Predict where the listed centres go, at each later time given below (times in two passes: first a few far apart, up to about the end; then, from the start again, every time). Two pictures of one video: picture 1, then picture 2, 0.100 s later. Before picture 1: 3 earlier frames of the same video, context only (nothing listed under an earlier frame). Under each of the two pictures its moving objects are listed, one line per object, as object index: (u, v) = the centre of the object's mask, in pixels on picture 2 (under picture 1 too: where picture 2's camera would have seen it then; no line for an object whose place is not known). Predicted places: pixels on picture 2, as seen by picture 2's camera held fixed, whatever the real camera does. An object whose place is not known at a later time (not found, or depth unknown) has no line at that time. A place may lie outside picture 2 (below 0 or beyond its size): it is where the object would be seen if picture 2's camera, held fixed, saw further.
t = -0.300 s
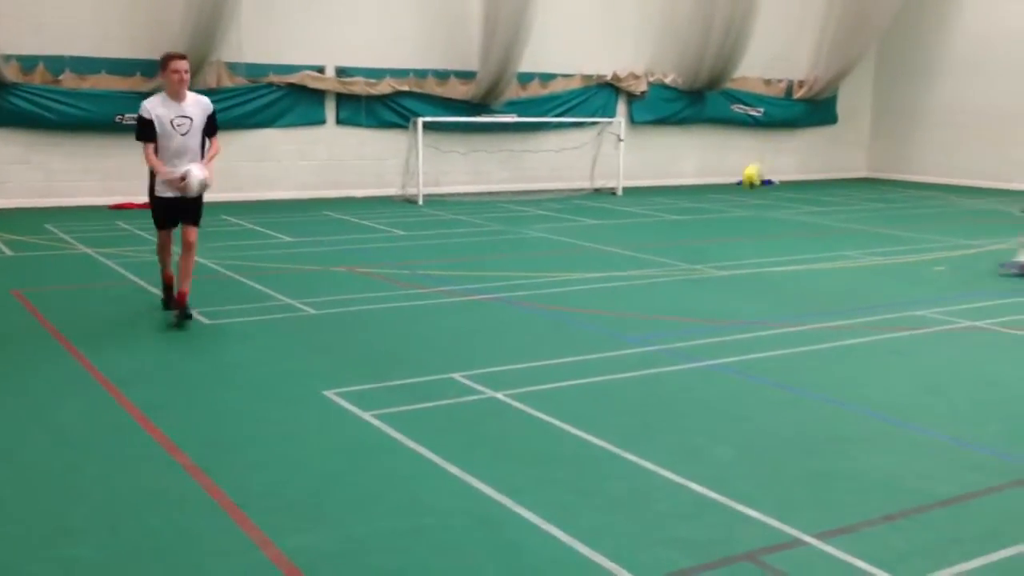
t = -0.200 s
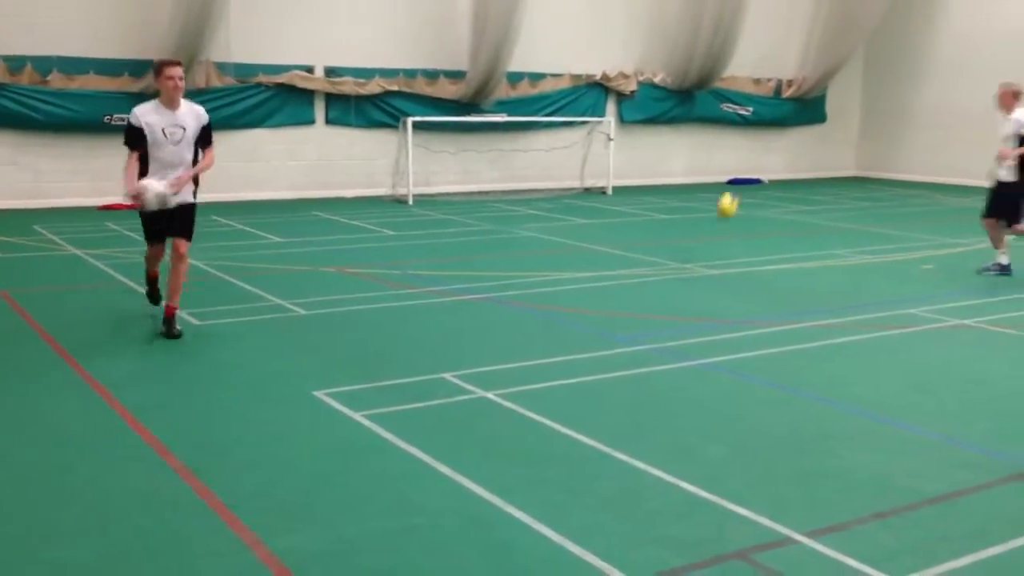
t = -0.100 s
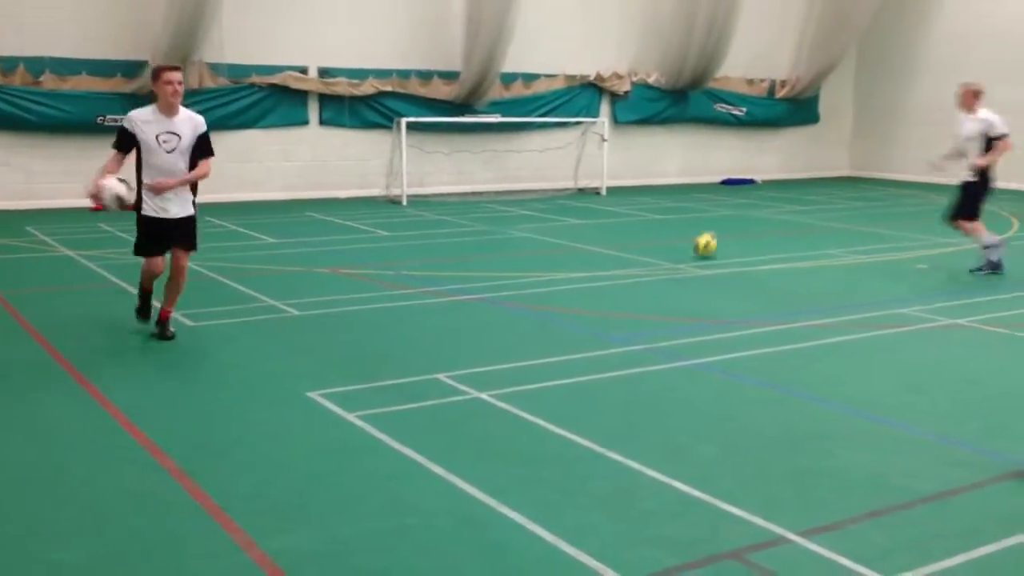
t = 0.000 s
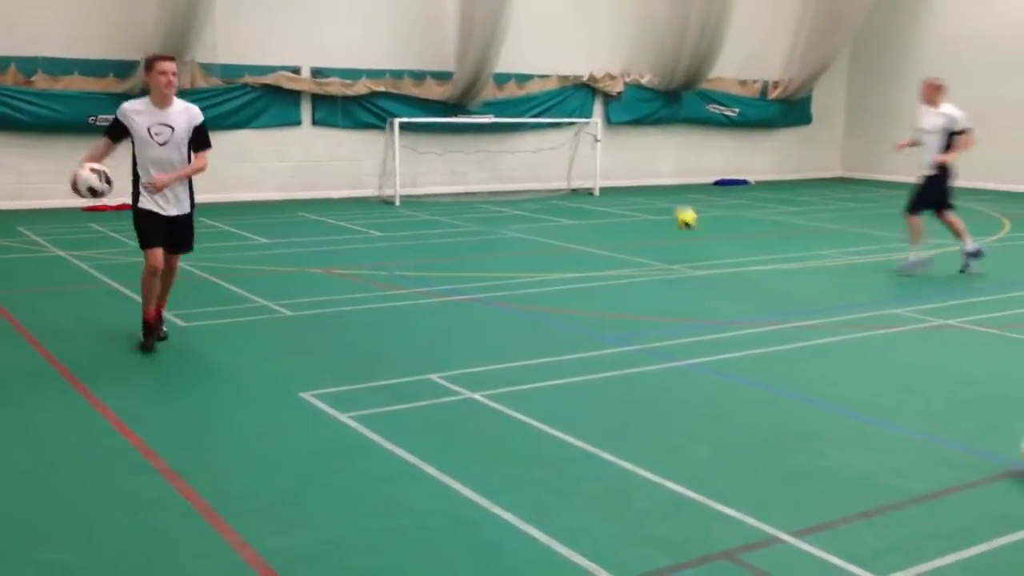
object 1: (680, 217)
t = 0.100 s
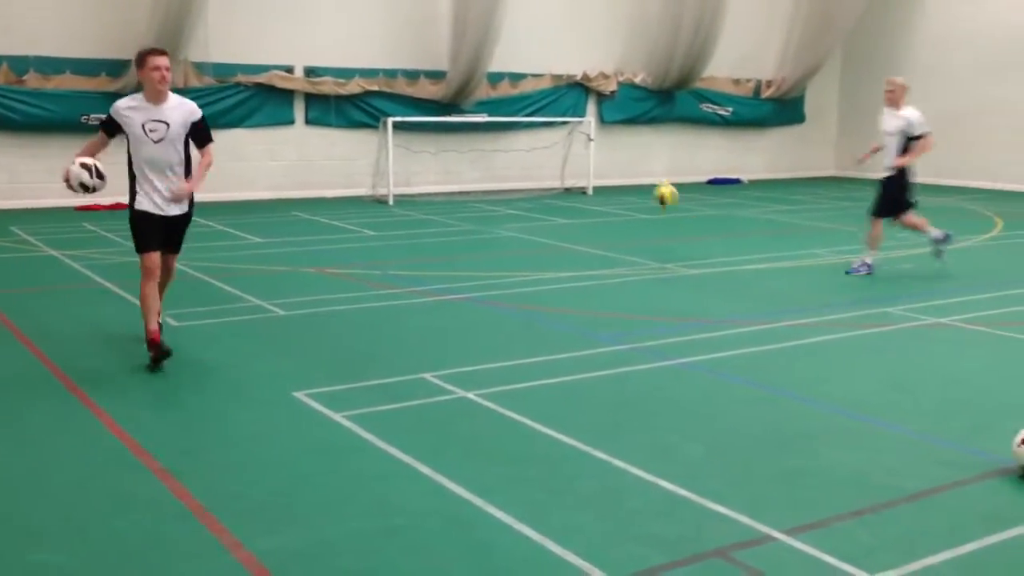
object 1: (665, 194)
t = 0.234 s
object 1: (646, 179)
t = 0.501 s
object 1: (609, 204)
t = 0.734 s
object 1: (573, 233)
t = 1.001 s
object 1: (538, 201)
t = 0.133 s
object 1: (662, 190)
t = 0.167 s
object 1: (658, 186)
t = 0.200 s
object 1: (654, 181)
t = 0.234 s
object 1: (646, 179)
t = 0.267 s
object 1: (642, 179)
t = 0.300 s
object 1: (639, 178)
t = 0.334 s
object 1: (635, 181)
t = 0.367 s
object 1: (631, 184)
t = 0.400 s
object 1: (625, 188)
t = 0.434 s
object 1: (618, 193)
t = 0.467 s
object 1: (614, 197)
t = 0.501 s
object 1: (609, 204)
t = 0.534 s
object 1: (603, 213)
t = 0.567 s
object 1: (598, 222)
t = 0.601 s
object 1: (595, 233)
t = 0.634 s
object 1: (589, 245)
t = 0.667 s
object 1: (582, 250)
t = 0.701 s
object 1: (578, 242)
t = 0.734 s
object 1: (573, 233)
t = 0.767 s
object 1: (569, 225)
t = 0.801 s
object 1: (565, 218)
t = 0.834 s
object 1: (561, 212)
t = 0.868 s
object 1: (556, 209)
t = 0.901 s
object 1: (550, 206)
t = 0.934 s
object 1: (546, 203)
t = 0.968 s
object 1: (542, 202)
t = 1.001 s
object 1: (538, 201)
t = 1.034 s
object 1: (533, 203)
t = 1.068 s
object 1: (528, 206)
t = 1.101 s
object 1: (523, 209)
